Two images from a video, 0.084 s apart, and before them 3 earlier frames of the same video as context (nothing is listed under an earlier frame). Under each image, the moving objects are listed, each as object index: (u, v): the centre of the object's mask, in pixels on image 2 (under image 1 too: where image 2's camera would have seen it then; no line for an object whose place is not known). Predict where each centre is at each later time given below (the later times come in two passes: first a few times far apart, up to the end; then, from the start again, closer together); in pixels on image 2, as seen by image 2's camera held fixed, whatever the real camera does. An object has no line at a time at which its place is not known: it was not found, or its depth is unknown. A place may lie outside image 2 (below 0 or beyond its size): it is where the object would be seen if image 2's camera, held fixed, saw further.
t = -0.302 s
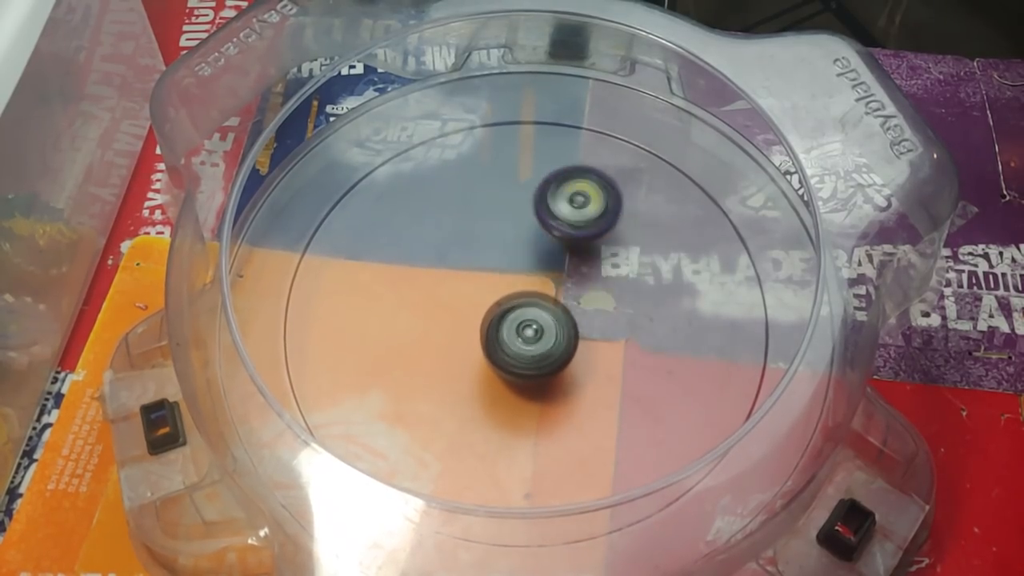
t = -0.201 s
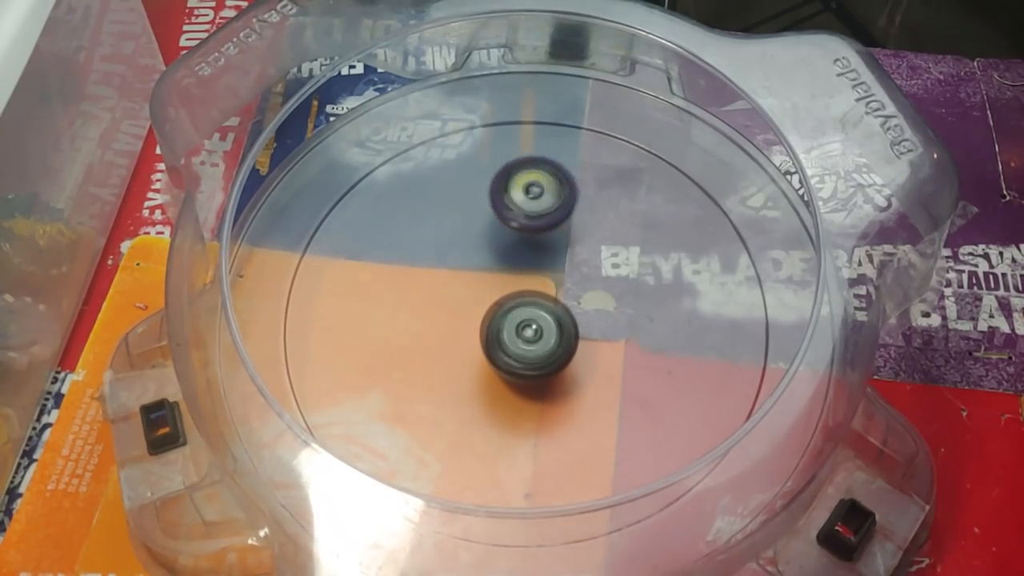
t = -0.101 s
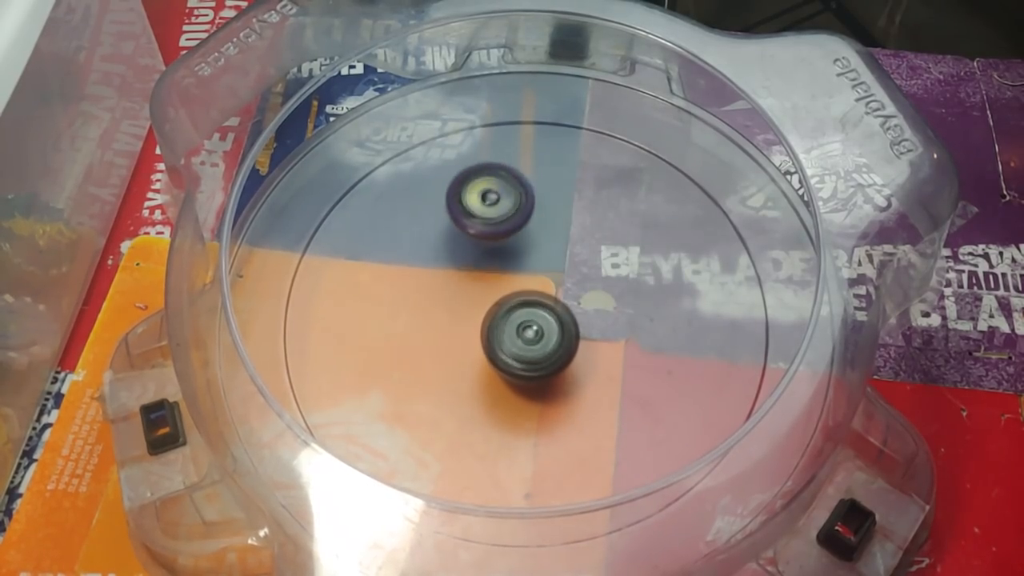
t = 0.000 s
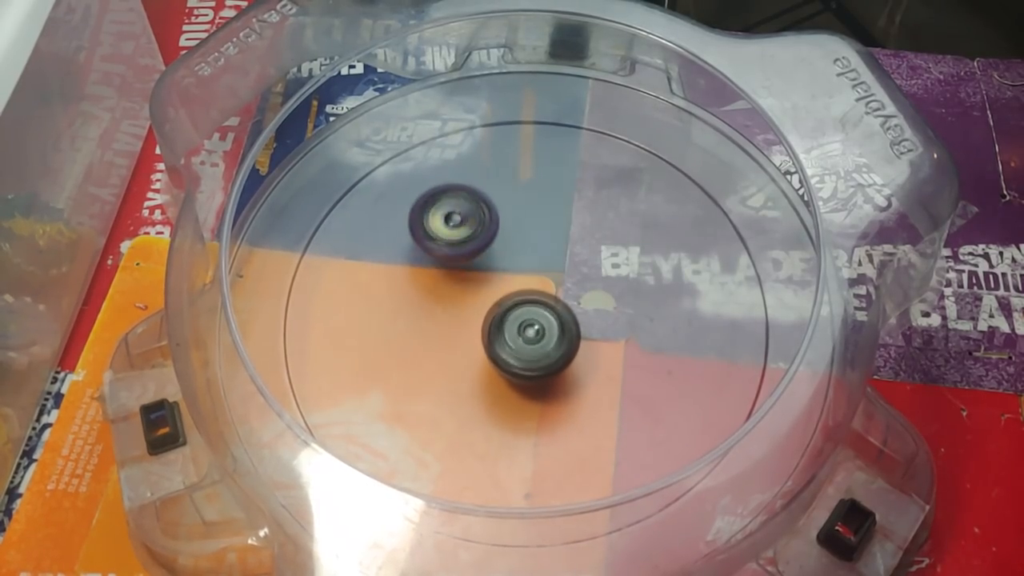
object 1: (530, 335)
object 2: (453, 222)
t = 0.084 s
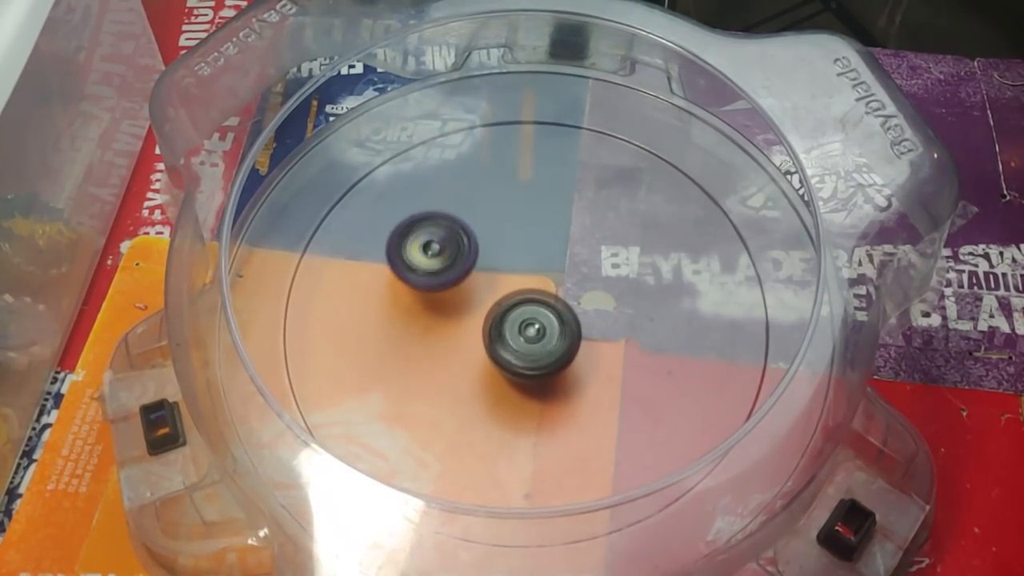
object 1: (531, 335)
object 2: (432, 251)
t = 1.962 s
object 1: (514, 268)
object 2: (489, 375)
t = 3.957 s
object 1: (530, 370)
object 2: (511, 253)
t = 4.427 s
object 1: (538, 353)
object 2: (580, 271)
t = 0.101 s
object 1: (531, 334)
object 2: (428, 258)
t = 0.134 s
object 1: (531, 334)
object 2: (424, 272)
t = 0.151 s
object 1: (532, 334)
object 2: (422, 279)
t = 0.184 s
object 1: (532, 333)
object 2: (418, 293)
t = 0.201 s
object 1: (533, 334)
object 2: (418, 301)
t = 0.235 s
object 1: (534, 334)
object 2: (419, 315)
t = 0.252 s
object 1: (535, 333)
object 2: (418, 321)
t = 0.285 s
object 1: (535, 333)
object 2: (420, 336)
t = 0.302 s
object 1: (535, 334)
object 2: (423, 342)
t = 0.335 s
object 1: (537, 333)
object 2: (426, 354)
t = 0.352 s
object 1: (537, 333)
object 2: (428, 361)
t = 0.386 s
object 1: (539, 334)
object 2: (436, 373)
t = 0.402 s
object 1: (539, 334)
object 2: (440, 378)
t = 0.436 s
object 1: (540, 334)
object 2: (447, 388)
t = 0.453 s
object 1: (541, 334)
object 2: (452, 393)
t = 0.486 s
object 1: (542, 333)
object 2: (462, 399)
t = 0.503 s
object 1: (543, 333)
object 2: (467, 403)
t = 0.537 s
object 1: (544, 333)
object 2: (480, 410)
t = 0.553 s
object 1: (545, 333)
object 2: (486, 410)
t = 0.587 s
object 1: (545, 333)
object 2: (497, 414)
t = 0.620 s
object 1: (548, 331)
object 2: (510, 417)
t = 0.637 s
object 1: (550, 329)
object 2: (513, 419)
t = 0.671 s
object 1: (554, 327)
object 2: (523, 425)
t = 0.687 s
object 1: (556, 325)
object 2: (529, 427)
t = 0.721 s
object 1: (558, 324)
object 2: (538, 428)
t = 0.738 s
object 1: (559, 324)
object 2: (544, 428)
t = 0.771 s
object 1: (560, 323)
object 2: (555, 425)
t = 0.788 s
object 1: (560, 323)
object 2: (559, 423)
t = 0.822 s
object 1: (560, 324)
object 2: (569, 419)
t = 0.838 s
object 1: (560, 324)
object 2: (573, 414)
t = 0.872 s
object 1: (562, 310)
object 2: (580, 419)
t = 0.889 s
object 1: (562, 305)
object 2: (584, 422)
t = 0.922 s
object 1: (563, 298)
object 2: (587, 424)
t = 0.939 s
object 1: (563, 295)
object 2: (591, 425)
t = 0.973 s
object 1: (561, 293)
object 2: (595, 423)
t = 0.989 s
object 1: (561, 293)
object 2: (596, 423)
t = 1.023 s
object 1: (559, 292)
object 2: (600, 418)
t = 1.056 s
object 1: (557, 293)
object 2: (600, 413)
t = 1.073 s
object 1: (556, 294)
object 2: (601, 410)
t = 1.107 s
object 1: (553, 296)
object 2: (599, 402)
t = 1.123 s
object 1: (551, 297)
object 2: (598, 398)
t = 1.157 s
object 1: (548, 299)
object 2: (595, 388)
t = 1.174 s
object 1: (547, 302)
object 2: (592, 384)
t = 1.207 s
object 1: (543, 296)
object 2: (591, 381)
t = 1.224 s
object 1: (539, 289)
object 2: (591, 385)
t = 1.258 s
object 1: (533, 279)
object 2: (594, 390)
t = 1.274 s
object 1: (531, 274)
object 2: (593, 392)
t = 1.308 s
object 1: (527, 270)
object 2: (595, 394)
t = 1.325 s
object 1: (525, 270)
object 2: (593, 394)
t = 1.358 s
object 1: (524, 270)
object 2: (591, 393)
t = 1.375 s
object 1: (522, 270)
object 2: (589, 390)
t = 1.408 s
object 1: (520, 273)
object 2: (584, 387)
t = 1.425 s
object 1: (520, 273)
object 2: (581, 384)
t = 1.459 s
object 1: (518, 277)
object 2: (573, 379)
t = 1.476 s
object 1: (517, 279)
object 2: (570, 376)
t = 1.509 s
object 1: (515, 283)
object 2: (560, 370)
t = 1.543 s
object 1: (513, 282)
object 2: (554, 368)
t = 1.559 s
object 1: (511, 276)
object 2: (550, 372)
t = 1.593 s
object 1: (509, 271)
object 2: (548, 377)
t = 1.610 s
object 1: (507, 270)
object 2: (545, 378)
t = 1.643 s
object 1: (507, 269)
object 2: (543, 381)
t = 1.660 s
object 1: (506, 270)
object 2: (540, 380)
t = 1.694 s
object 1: (506, 271)
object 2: (536, 380)
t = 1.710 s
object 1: (505, 272)
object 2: (533, 379)
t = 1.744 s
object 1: (505, 275)
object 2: (528, 376)
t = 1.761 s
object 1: (505, 276)
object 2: (525, 373)
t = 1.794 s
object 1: (504, 280)
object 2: (517, 370)
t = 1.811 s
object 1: (505, 278)
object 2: (514, 369)
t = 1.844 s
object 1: (507, 271)
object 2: (507, 375)
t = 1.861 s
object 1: (509, 268)
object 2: (504, 375)
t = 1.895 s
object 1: (511, 266)
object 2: (498, 378)
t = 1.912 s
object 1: (512, 266)
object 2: (496, 377)
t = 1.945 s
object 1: (513, 267)
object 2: (491, 377)
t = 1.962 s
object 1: (514, 268)
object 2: (489, 375)
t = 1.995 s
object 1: (516, 270)
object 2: (483, 372)
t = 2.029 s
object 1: (517, 273)
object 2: (477, 367)
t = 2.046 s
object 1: (518, 275)
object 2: (474, 366)
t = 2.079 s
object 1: (519, 277)
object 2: (467, 360)
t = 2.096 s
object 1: (520, 280)
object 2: (465, 359)
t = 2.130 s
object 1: (522, 283)
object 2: (459, 353)
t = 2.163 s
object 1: (525, 286)
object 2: (452, 350)
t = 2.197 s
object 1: (528, 288)
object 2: (446, 348)
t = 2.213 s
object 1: (530, 289)
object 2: (443, 346)
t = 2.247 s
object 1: (532, 293)
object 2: (439, 344)
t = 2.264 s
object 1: (534, 295)
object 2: (438, 341)
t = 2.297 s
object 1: (537, 298)
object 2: (435, 338)
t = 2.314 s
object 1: (538, 300)
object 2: (434, 336)
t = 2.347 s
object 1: (540, 304)
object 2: (433, 333)
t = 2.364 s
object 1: (542, 306)
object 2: (432, 330)
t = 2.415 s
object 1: (544, 311)
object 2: (433, 323)
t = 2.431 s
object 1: (544, 312)
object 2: (433, 321)
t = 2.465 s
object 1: (546, 315)
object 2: (435, 316)
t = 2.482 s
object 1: (546, 315)
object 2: (436, 315)
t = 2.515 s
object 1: (547, 318)
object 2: (439, 310)
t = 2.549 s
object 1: (547, 320)
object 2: (442, 306)
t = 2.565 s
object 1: (548, 320)
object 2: (442, 303)
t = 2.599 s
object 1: (548, 323)
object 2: (446, 299)
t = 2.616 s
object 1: (549, 323)
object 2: (446, 297)
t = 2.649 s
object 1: (550, 325)
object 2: (450, 290)
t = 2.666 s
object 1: (550, 326)
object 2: (453, 289)
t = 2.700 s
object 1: (551, 326)
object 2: (455, 285)
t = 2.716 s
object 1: (551, 327)
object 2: (458, 283)
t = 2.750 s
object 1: (552, 327)
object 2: (460, 281)
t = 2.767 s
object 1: (552, 328)
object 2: (463, 280)
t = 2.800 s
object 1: (553, 330)
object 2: (466, 279)
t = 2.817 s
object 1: (553, 331)
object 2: (468, 278)
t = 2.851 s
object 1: (554, 332)
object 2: (472, 279)
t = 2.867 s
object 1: (554, 333)
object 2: (475, 279)
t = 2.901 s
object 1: (563, 339)
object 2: (472, 275)
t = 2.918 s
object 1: (567, 340)
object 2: (470, 273)
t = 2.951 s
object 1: (572, 348)
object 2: (468, 271)
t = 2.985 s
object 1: (574, 351)
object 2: (467, 272)
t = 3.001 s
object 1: (574, 352)
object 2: (467, 271)
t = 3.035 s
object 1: (573, 350)
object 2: (468, 274)
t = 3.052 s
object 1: (572, 353)
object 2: (468, 274)
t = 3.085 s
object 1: (570, 352)
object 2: (472, 278)
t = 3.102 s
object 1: (569, 352)
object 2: (473, 279)
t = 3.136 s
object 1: (566, 352)
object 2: (478, 284)
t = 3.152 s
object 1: (565, 351)
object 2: (479, 286)
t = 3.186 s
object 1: (563, 353)
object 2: (485, 288)
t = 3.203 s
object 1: (567, 356)
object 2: (480, 284)
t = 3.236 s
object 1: (573, 364)
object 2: (474, 276)
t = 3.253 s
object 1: (575, 367)
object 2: (471, 274)
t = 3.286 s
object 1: (575, 371)
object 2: (467, 267)
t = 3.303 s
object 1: (574, 372)
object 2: (466, 266)
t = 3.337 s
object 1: (571, 372)
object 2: (463, 263)
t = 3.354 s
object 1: (568, 371)
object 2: (464, 261)
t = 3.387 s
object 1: (565, 367)
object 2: (464, 260)
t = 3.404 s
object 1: (563, 367)
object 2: (465, 259)
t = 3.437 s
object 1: (559, 362)
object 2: (467, 259)
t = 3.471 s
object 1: (556, 358)
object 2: (470, 259)
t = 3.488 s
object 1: (553, 357)
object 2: (471, 259)
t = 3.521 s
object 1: (550, 353)
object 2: (475, 260)
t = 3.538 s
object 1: (548, 351)
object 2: (476, 260)
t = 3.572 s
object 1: (545, 348)
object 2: (481, 261)
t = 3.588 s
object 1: (544, 345)
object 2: (482, 263)
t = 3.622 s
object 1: (541, 343)
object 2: (487, 265)
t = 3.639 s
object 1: (541, 344)
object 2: (490, 265)
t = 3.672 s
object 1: (542, 349)
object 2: (490, 262)
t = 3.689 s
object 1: (541, 350)
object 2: (491, 260)
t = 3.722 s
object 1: (540, 352)
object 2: (493, 260)
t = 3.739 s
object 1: (538, 352)
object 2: (493, 260)
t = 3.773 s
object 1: (537, 352)
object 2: (496, 263)
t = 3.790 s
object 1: (536, 352)
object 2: (497, 265)
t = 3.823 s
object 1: (534, 352)
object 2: (501, 266)
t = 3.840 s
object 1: (534, 354)
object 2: (503, 267)
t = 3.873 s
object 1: (533, 356)
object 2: (504, 268)
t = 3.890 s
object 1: (533, 356)
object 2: (507, 268)
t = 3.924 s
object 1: (531, 363)
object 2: (509, 263)
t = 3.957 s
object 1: (530, 370)
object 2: (511, 253)
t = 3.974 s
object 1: (530, 371)
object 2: (513, 248)
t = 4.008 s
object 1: (529, 373)
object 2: (514, 243)
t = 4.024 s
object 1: (528, 372)
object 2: (514, 240)
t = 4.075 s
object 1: (528, 369)
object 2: (518, 239)
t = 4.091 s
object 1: (529, 367)
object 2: (521, 239)
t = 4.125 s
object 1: (530, 363)
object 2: (526, 241)
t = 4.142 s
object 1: (531, 361)
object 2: (528, 240)
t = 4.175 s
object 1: (533, 358)
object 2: (535, 243)
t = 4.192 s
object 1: (534, 357)
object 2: (536, 244)
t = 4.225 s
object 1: (536, 355)
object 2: (542, 247)
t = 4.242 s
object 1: (538, 353)
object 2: (547, 250)
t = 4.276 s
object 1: (539, 351)
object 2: (552, 254)
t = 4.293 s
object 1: (540, 350)
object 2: (556, 256)
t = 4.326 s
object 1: (541, 348)
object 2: (561, 261)
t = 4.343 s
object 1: (541, 350)
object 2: (563, 262)
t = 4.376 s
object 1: (540, 352)
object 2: (569, 264)
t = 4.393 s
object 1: (541, 352)
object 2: (572, 266)
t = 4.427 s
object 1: (538, 353)
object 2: (580, 271)
